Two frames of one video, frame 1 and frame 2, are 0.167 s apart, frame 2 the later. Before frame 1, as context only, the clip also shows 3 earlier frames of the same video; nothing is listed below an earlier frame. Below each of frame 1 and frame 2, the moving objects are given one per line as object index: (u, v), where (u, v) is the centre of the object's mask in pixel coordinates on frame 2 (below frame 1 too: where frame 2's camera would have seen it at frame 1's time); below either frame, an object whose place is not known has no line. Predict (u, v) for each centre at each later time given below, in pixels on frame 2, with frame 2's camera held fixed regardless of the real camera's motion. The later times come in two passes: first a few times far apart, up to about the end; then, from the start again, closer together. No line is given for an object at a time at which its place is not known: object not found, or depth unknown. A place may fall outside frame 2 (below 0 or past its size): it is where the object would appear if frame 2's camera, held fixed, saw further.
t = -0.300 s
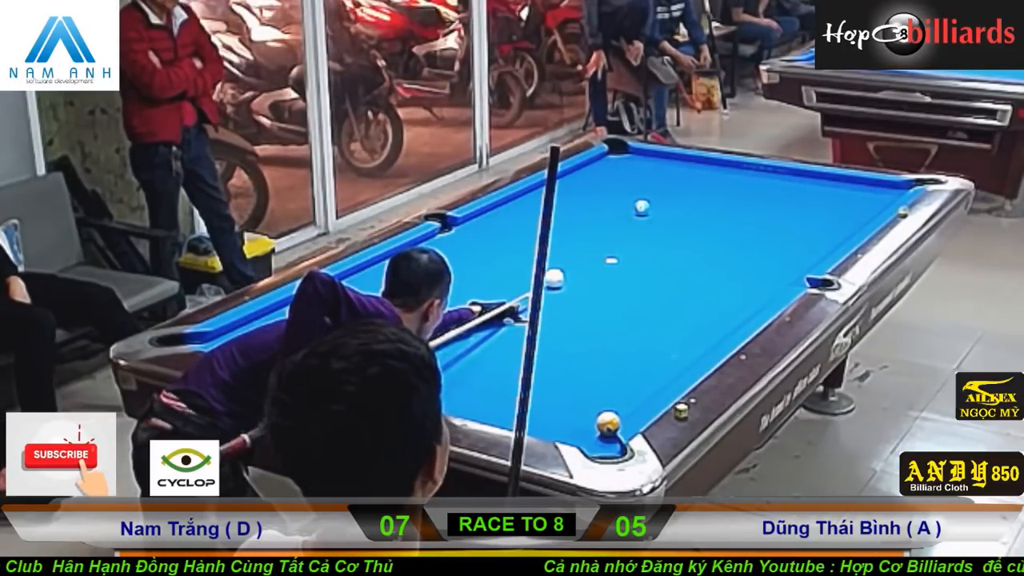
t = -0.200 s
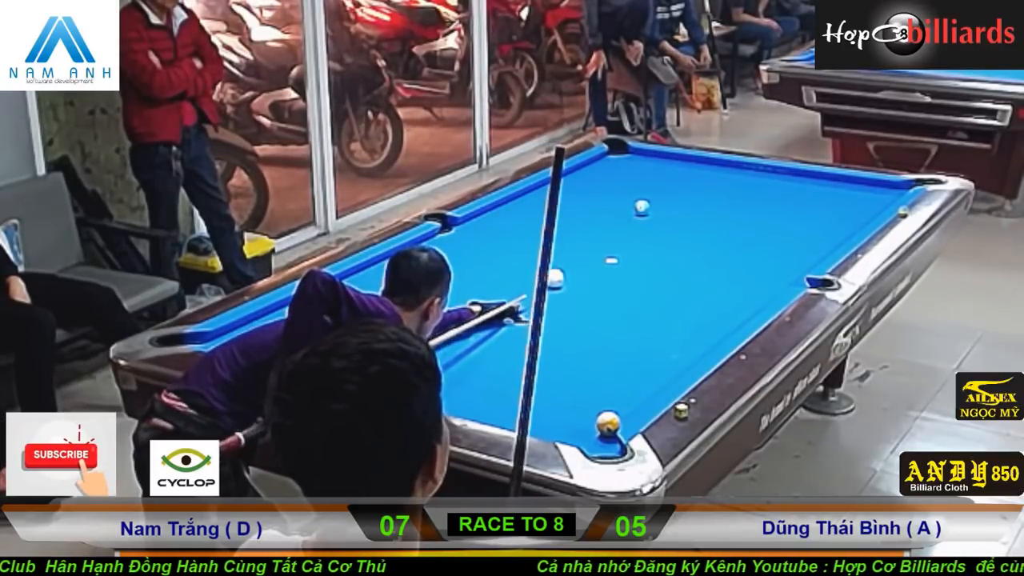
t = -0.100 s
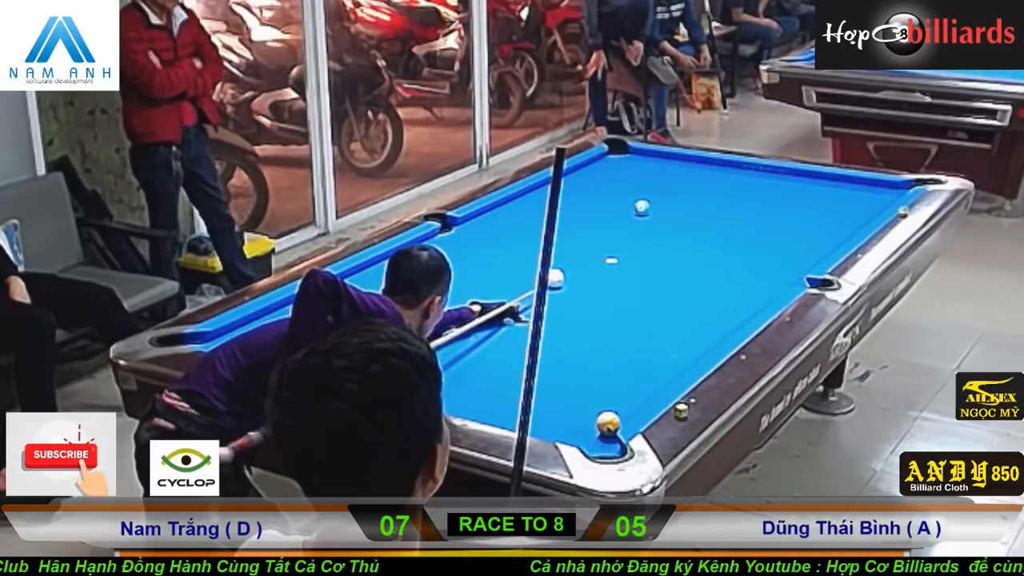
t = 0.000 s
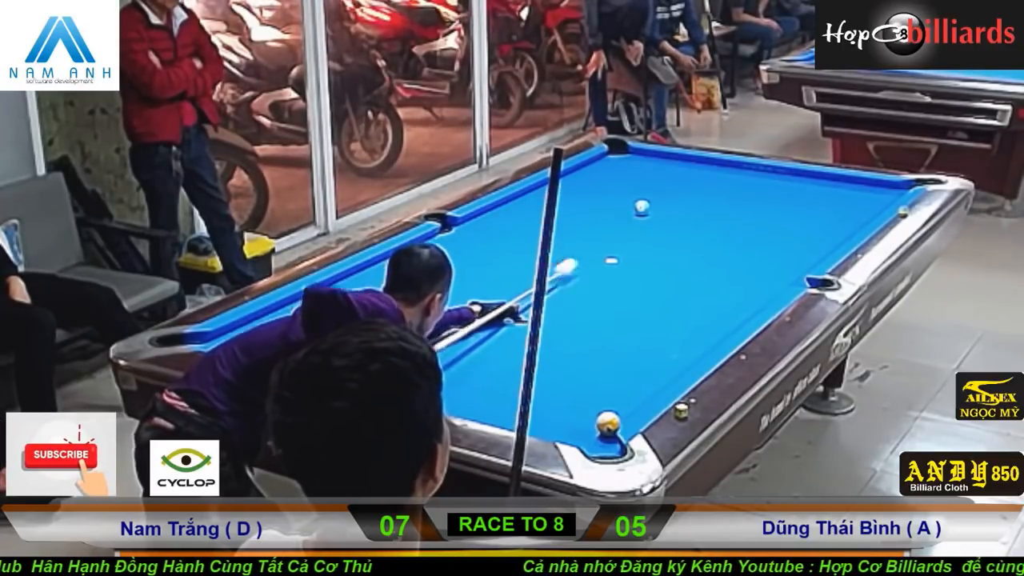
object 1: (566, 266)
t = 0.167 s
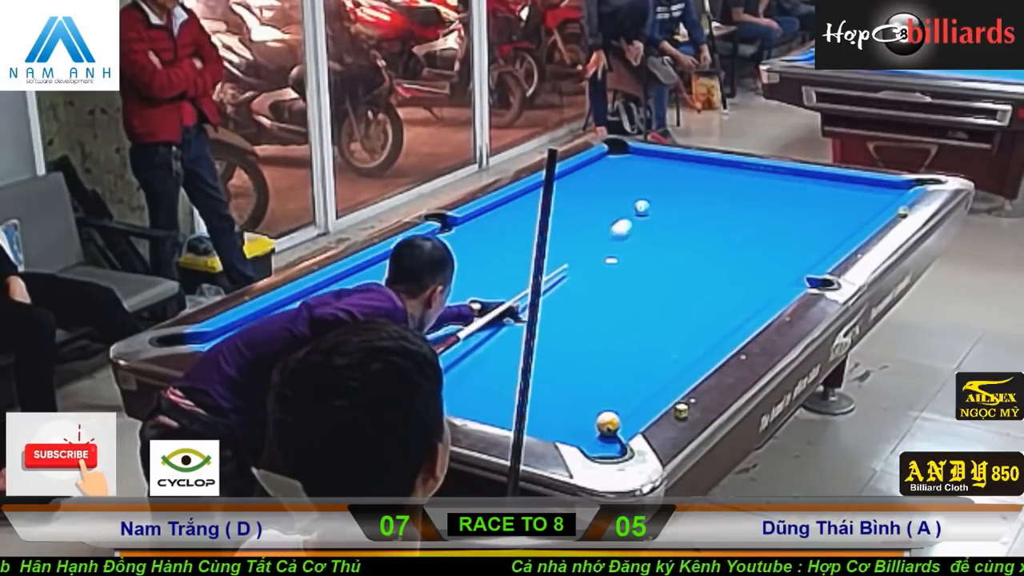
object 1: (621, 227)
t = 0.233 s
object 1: (638, 215)
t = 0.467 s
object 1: (708, 204)
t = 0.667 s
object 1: (763, 194)
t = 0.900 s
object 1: (824, 183)
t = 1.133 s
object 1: (857, 186)
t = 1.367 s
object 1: (868, 199)
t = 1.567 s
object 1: (876, 209)
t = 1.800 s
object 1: (849, 218)
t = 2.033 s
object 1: (822, 224)
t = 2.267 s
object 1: (795, 231)
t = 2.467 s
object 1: (771, 237)
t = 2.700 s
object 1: (744, 243)
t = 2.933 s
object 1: (717, 250)
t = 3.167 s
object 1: (690, 256)
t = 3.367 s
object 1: (667, 261)
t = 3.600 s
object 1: (641, 267)
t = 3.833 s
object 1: (616, 272)
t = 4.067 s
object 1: (591, 278)
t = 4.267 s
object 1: (570, 283)
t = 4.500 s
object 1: (548, 288)
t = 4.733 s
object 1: (520, 294)
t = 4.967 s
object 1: (499, 299)
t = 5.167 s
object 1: (480, 304)
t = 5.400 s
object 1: (459, 309)
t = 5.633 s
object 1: (438, 314)
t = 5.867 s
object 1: (419, 319)
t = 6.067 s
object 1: (404, 316)
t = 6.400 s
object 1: (373, 328)
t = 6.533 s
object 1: (367, 332)
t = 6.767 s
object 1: (351, 336)
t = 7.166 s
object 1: (325, 343)
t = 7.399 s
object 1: (312, 347)
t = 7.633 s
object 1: (301, 349)
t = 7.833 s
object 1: (293, 352)
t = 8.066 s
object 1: (285, 352)
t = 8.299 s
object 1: (278, 353)
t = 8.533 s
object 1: (273, 354)
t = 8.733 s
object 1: (273, 354)
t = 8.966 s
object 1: (275, 354)
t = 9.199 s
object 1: (275, 354)
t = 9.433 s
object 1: (274, 354)
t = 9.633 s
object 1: (274, 354)
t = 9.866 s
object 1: (274, 354)
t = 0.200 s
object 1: (630, 221)
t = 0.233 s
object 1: (638, 215)
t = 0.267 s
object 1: (648, 211)
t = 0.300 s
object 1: (658, 211)
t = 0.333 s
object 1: (669, 210)
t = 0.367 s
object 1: (679, 209)
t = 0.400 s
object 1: (689, 207)
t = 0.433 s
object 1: (698, 206)
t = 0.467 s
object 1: (708, 204)
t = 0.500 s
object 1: (717, 202)
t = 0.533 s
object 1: (727, 201)
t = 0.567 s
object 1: (736, 199)
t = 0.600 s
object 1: (745, 197)
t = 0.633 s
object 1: (754, 196)
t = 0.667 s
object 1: (763, 194)
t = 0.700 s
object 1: (772, 193)
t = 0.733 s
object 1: (781, 191)
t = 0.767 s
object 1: (790, 189)
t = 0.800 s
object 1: (799, 188)
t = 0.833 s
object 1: (807, 186)
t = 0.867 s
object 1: (816, 185)
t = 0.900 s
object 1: (824, 183)
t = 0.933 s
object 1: (833, 182)
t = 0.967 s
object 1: (841, 180)
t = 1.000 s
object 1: (850, 179)
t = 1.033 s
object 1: (853, 180)
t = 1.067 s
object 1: (854, 182)
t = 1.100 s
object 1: (856, 184)
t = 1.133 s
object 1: (857, 186)
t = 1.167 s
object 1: (859, 188)
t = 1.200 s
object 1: (860, 190)
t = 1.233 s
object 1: (862, 191)
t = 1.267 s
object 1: (864, 193)
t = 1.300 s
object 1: (865, 195)
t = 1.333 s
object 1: (867, 197)
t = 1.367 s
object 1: (868, 199)
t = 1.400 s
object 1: (870, 201)
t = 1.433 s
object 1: (872, 203)
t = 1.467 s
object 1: (873, 205)
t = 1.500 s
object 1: (875, 207)
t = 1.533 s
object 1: (876, 208)
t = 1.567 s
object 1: (876, 209)
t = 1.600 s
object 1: (872, 211)
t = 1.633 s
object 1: (868, 212)
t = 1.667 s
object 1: (865, 214)
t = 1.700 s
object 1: (861, 215)
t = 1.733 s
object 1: (857, 216)
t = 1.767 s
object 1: (854, 217)
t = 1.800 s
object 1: (849, 218)
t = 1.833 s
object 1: (845, 219)
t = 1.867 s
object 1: (842, 220)
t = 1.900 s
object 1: (838, 221)
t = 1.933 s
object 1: (834, 222)
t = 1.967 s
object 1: (830, 223)
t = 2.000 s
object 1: (826, 224)
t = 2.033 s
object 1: (822, 224)
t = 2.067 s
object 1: (818, 225)
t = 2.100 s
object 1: (814, 226)
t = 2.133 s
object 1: (810, 228)
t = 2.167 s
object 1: (806, 228)
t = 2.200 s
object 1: (802, 229)
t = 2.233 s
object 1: (799, 230)
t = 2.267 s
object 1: (795, 231)
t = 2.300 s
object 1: (791, 232)
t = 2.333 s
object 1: (787, 233)
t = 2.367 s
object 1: (783, 234)
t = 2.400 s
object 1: (779, 235)
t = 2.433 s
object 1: (775, 236)
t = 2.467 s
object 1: (771, 237)
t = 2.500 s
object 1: (767, 238)
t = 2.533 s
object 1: (763, 239)
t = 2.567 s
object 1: (759, 240)
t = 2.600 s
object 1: (755, 241)
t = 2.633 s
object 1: (751, 242)
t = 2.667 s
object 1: (747, 242)
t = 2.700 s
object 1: (744, 243)
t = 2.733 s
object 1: (740, 245)
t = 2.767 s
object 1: (736, 245)
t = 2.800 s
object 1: (732, 246)
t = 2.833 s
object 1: (728, 247)
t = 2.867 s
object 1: (724, 248)
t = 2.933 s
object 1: (717, 250)
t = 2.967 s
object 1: (713, 251)
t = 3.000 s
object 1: (709, 252)
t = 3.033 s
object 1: (705, 252)
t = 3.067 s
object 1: (701, 253)
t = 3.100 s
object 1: (697, 254)
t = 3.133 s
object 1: (693, 255)
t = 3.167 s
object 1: (690, 256)
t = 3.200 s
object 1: (686, 257)
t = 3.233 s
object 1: (682, 257)
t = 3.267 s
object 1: (678, 258)
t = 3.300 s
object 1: (675, 259)
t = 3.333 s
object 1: (671, 260)
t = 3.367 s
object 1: (667, 261)
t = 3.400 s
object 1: (664, 262)
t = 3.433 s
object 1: (660, 262)
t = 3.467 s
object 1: (656, 263)
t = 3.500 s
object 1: (652, 264)
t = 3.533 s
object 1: (648, 265)
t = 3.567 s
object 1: (645, 266)
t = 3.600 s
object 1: (641, 267)
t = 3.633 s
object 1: (638, 267)
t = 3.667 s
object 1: (634, 268)
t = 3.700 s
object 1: (630, 269)
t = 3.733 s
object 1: (627, 270)
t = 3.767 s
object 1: (623, 271)
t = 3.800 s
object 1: (619, 272)
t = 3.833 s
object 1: (616, 272)
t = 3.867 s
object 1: (612, 273)
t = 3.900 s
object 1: (608, 274)
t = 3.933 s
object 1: (605, 274)
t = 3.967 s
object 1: (601, 276)
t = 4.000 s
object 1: (598, 276)
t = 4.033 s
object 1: (594, 277)
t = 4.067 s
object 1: (591, 278)
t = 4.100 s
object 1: (587, 279)
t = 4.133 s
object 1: (584, 279)
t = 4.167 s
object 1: (580, 280)
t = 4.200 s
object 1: (576, 281)
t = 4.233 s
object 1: (573, 282)
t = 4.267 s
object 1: (570, 283)
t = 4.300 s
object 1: (566, 284)
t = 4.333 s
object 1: (563, 285)
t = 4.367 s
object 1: (559, 285)
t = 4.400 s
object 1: (556, 286)
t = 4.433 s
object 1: (553, 287)
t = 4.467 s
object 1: (550, 288)
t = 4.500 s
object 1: (548, 288)
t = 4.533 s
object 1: (545, 289)
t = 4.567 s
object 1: (543, 290)
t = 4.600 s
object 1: (541, 291)
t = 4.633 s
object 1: (539, 291)
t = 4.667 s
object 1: (524, 291)
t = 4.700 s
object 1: (522, 292)
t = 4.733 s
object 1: (520, 294)
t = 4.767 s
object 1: (518, 294)
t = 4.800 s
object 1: (516, 295)
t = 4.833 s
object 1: (512, 296)
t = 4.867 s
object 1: (509, 296)
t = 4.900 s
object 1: (506, 297)
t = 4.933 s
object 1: (503, 298)
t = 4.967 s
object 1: (499, 299)
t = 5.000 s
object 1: (496, 300)
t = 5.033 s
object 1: (493, 301)
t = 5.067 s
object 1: (490, 302)
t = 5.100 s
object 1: (487, 303)
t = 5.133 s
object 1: (483, 303)
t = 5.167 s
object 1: (480, 304)
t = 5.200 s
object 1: (477, 305)
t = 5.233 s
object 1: (474, 306)
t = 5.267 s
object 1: (471, 306)
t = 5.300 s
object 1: (468, 307)
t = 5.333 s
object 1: (465, 308)
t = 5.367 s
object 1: (462, 309)
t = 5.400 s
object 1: (459, 309)
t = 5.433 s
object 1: (456, 310)
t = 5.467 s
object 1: (453, 311)
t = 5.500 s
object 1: (450, 311)
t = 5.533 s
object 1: (447, 312)
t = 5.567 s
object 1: (444, 313)
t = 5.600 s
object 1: (441, 314)
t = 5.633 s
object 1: (438, 314)
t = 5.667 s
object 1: (436, 315)
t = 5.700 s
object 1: (433, 316)
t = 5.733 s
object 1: (430, 316)
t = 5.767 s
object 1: (427, 317)
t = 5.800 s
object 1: (424, 318)
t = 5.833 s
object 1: (421, 318)
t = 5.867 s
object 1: (419, 319)
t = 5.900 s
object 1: (416, 319)
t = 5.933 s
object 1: (414, 319)
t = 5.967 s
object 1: (411, 318)
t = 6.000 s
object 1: (408, 318)
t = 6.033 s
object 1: (406, 317)
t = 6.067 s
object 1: (404, 316)
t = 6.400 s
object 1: (373, 328)
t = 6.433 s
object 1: (374, 330)
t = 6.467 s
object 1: (372, 331)
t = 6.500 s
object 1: (369, 332)
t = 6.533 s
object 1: (367, 332)
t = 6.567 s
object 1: (365, 333)
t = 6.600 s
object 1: (362, 333)
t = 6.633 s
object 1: (360, 334)
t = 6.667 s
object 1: (358, 335)
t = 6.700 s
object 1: (356, 335)
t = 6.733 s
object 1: (353, 336)
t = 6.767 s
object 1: (351, 336)
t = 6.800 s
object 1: (349, 337)
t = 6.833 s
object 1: (347, 338)
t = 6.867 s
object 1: (345, 338)
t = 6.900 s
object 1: (342, 339)
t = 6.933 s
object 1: (338, 340)
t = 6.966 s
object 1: (336, 340)
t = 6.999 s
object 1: (334, 341)
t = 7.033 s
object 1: (332, 341)
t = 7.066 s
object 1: (330, 342)
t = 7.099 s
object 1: (328, 342)
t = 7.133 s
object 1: (326, 343)
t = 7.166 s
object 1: (325, 343)
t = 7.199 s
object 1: (323, 344)
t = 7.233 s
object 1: (321, 344)
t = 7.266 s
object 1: (317, 345)
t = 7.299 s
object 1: (315, 346)
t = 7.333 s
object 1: (314, 346)
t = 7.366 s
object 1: (313, 346)
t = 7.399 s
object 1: (312, 347)
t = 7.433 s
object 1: (310, 347)
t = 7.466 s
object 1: (309, 347)
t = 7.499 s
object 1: (307, 348)
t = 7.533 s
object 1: (305, 348)
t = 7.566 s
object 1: (304, 348)
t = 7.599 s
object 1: (302, 349)
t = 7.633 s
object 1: (301, 349)
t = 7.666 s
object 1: (300, 350)
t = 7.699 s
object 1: (297, 350)
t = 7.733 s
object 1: (295, 351)
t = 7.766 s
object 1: (294, 351)
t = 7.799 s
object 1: (294, 351)
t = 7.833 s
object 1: (293, 352)
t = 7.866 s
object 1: (291, 352)
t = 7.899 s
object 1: (290, 352)
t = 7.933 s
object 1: (290, 352)
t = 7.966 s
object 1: (289, 352)
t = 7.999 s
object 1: (287, 352)
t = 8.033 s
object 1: (286, 352)
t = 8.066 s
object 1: (285, 352)
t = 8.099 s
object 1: (283, 352)
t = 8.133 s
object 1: (282, 352)
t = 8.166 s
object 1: (281, 352)
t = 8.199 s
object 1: (280, 353)
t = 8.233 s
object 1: (280, 353)
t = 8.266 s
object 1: (279, 353)
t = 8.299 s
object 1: (278, 353)
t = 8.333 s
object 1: (277, 353)
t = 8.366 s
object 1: (277, 353)
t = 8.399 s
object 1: (276, 353)
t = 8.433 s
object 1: (275, 353)
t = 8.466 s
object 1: (274, 353)
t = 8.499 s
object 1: (273, 354)
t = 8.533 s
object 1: (273, 354)
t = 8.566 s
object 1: (272, 354)
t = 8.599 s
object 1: (272, 354)
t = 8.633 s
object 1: (272, 354)
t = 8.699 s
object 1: (273, 354)
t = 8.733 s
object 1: (273, 354)
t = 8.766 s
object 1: (273, 354)
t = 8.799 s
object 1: (273, 354)
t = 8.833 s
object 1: (273, 354)
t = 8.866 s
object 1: (274, 354)
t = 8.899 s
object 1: (274, 354)
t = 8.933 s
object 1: (275, 354)
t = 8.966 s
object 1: (275, 354)
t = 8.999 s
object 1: (275, 354)
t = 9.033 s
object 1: (275, 354)
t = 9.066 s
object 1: (275, 354)
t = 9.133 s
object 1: (275, 354)
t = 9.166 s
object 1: (275, 354)
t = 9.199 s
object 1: (275, 354)
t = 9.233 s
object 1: (275, 354)
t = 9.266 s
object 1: (275, 354)
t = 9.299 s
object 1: (274, 354)
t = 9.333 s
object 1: (274, 354)
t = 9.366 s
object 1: (274, 354)
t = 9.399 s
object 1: (274, 354)
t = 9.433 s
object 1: (274, 354)
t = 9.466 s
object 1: (274, 354)
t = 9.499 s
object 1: (274, 354)
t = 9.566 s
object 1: (274, 354)
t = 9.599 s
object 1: (274, 354)
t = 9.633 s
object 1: (274, 354)
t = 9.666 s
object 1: (274, 354)
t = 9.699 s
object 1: (274, 354)
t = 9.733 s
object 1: (274, 354)
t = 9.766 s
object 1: (274, 354)
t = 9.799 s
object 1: (274, 354)
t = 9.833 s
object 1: (274, 354)
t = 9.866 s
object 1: (274, 354)
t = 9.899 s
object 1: (274, 354)
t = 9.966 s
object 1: (274, 354)
